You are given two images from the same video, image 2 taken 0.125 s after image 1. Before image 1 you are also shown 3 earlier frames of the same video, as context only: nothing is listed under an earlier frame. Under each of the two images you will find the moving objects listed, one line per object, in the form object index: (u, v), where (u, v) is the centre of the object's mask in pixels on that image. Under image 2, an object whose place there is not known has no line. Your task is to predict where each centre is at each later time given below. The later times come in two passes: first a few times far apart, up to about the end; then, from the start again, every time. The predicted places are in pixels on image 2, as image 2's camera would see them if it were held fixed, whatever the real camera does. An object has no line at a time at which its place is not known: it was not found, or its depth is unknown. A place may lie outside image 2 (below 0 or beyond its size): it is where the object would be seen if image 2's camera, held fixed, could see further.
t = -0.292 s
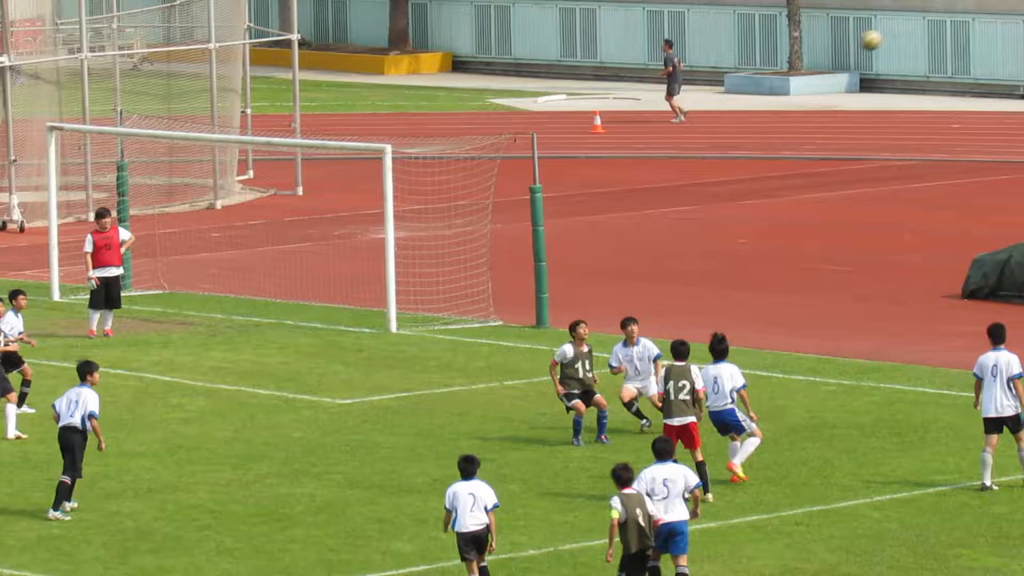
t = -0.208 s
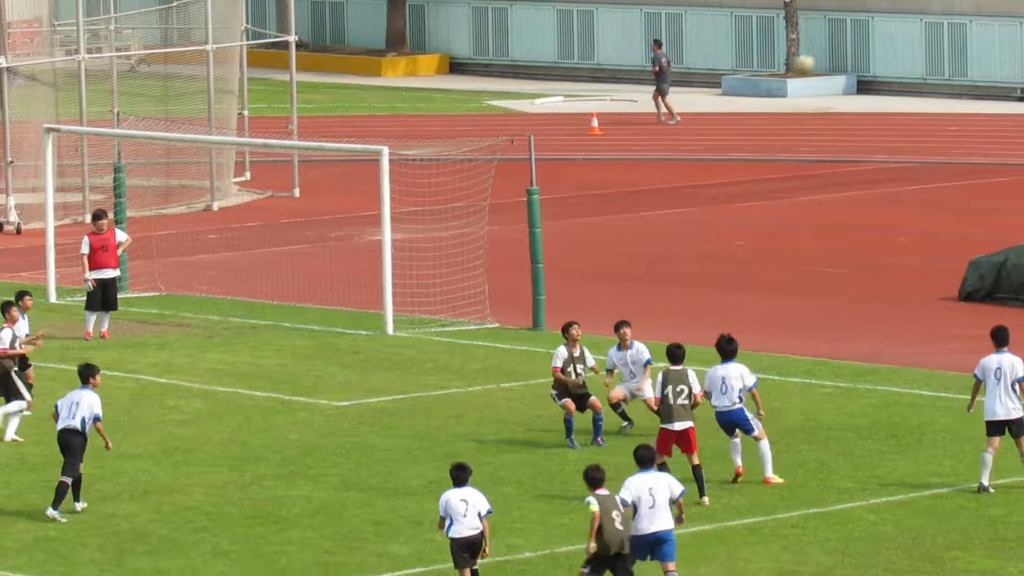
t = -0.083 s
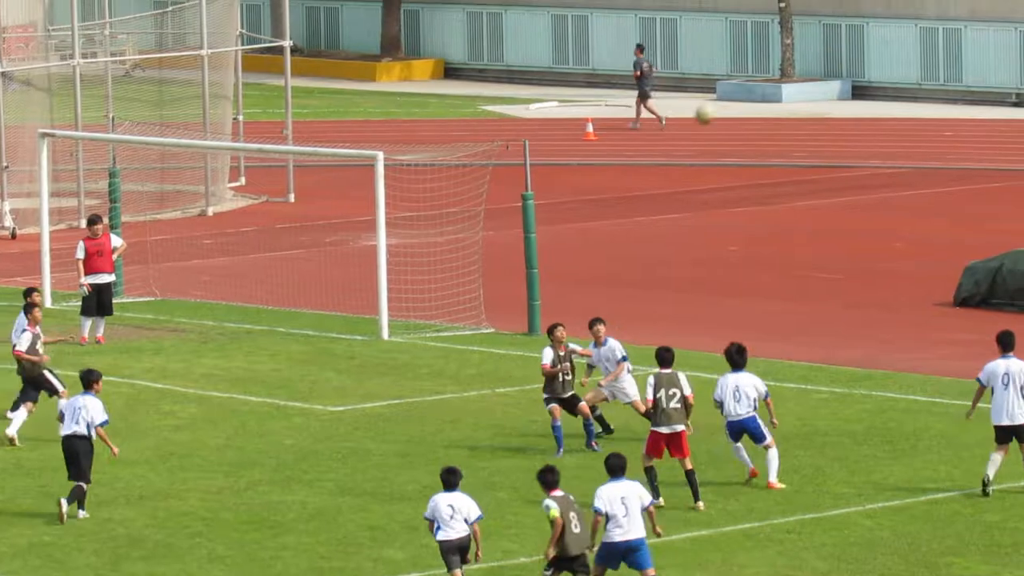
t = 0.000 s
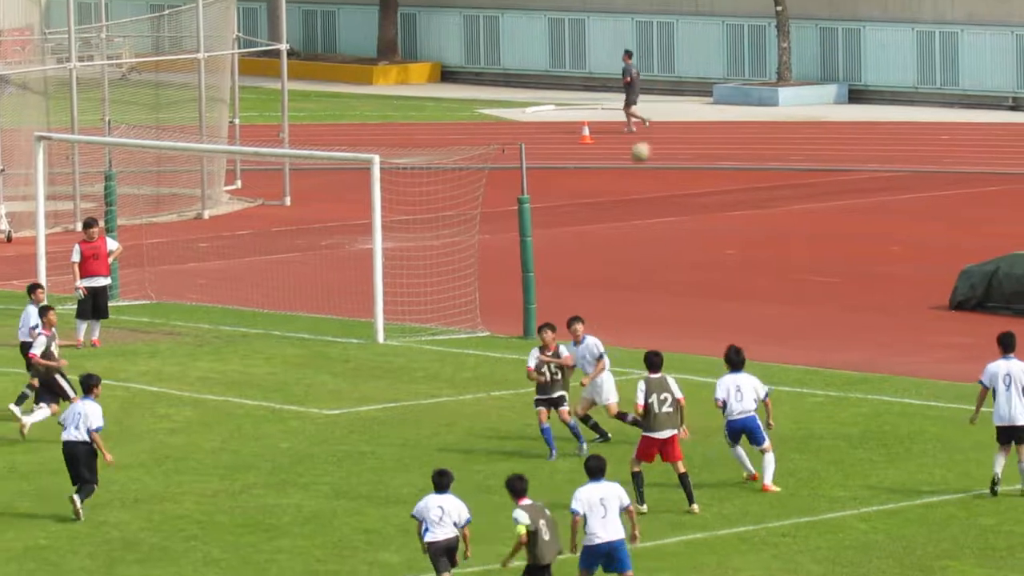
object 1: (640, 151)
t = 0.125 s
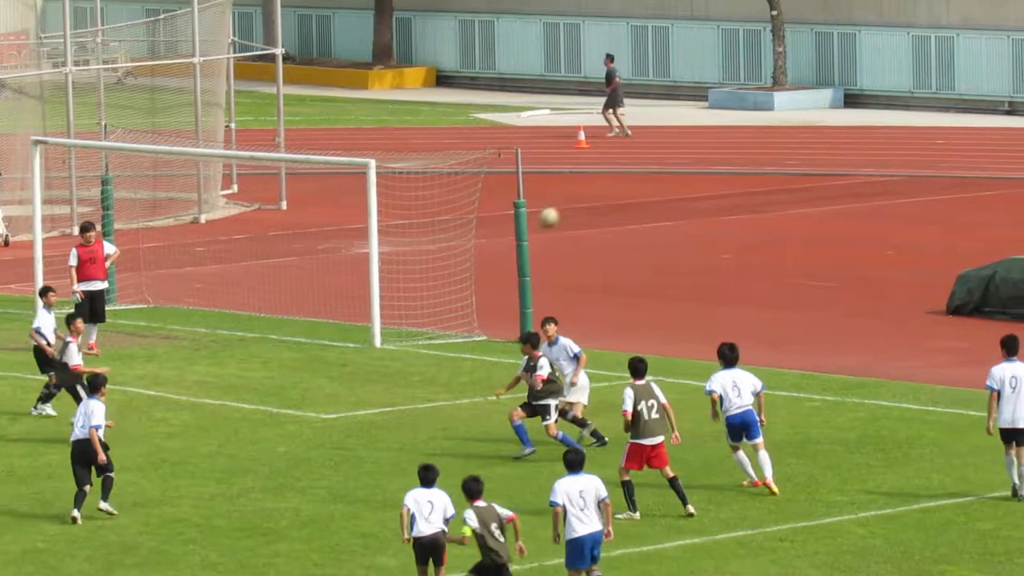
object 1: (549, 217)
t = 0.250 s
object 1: (466, 287)
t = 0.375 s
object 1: (389, 367)
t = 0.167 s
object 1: (521, 238)
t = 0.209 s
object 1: (493, 262)
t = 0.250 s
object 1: (466, 287)
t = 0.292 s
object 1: (440, 313)
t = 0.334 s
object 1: (415, 340)
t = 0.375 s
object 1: (389, 367)
